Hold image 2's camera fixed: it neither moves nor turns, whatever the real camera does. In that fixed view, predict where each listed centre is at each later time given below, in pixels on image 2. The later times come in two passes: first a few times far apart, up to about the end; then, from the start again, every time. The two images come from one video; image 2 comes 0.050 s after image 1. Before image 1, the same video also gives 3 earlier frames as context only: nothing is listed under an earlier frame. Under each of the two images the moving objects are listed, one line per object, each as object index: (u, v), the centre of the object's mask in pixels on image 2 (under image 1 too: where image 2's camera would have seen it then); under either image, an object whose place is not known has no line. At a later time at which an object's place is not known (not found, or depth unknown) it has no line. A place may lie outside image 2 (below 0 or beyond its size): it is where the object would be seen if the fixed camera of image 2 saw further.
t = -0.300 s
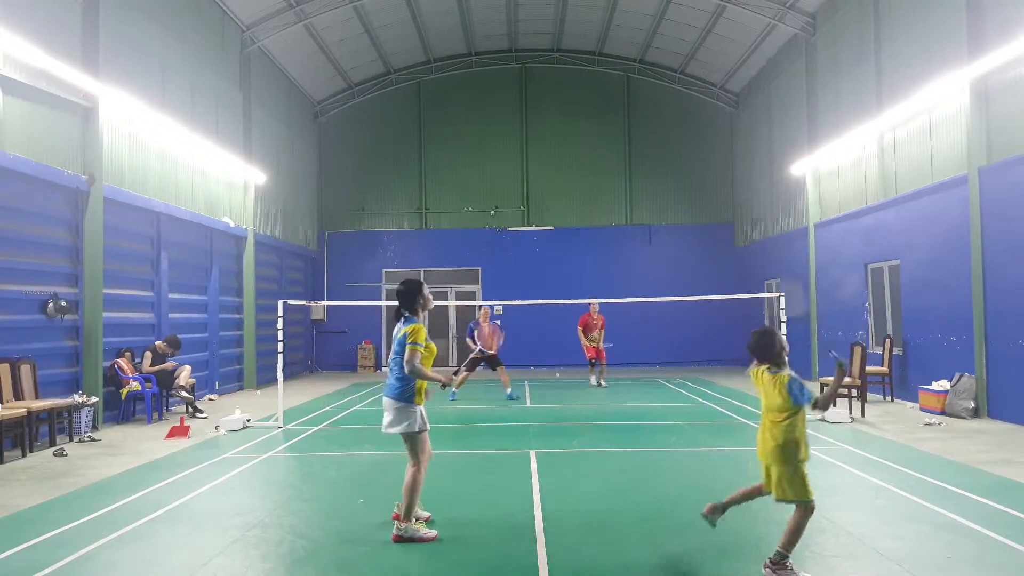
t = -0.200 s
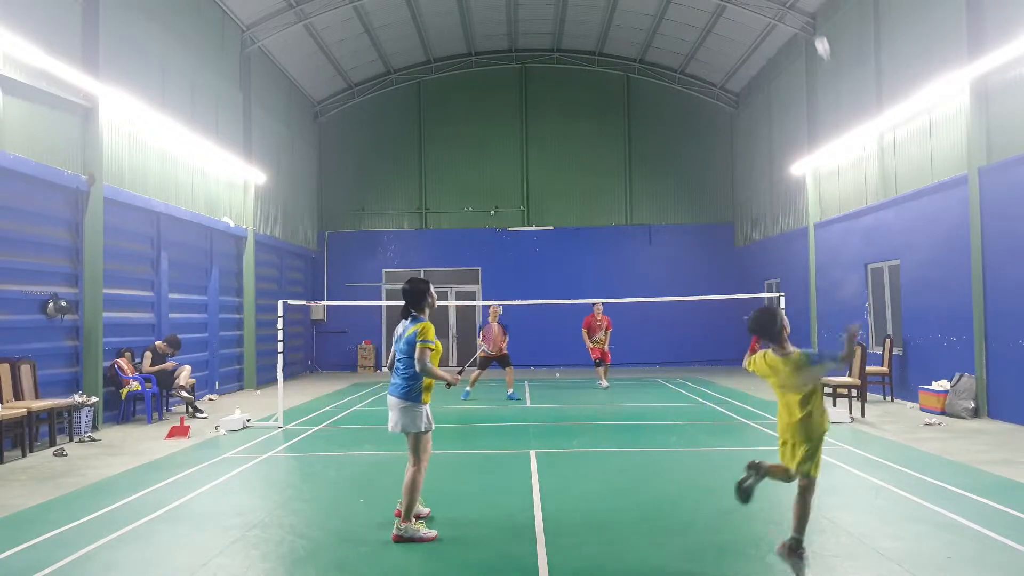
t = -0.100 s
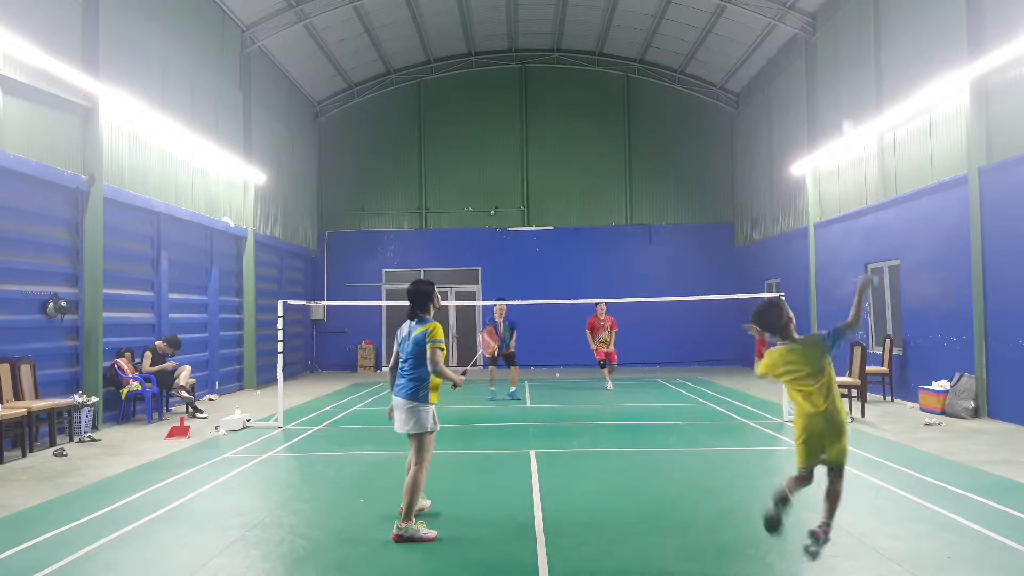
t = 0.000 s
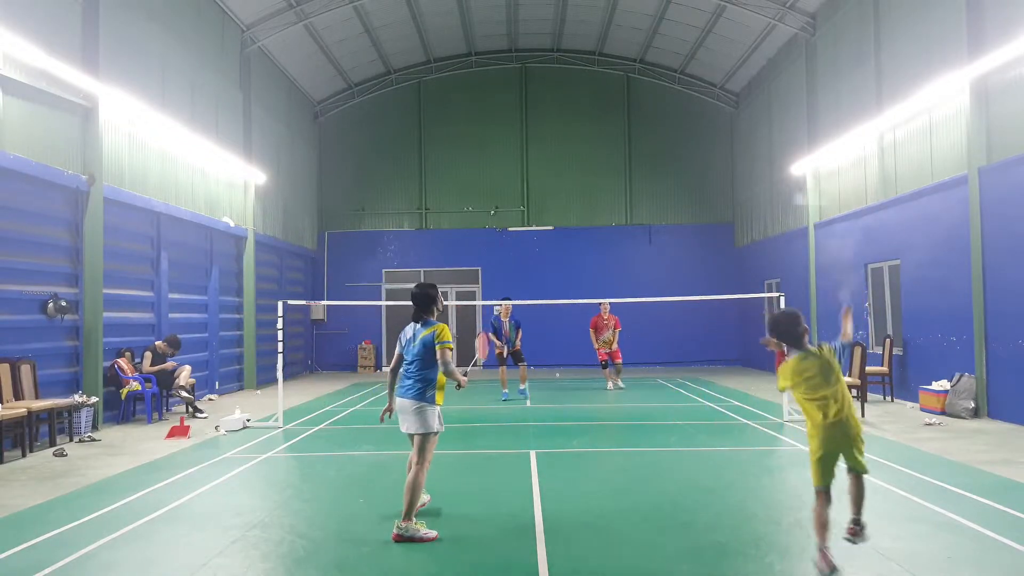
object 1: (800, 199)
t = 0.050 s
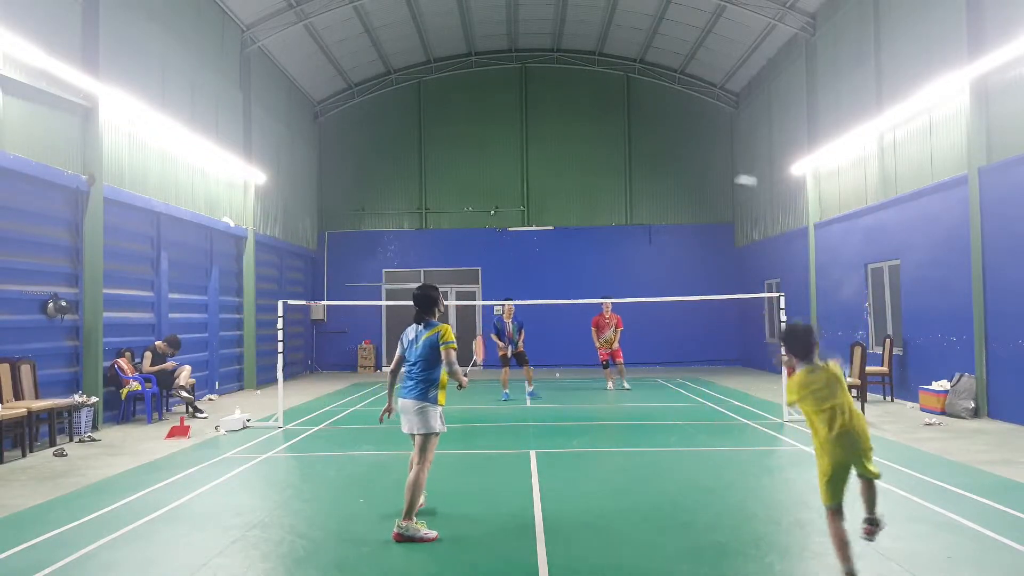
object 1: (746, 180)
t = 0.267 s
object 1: (632, 183)
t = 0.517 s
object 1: (587, 220)
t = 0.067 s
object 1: (730, 179)
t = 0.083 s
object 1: (716, 177)
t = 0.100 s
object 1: (703, 177)
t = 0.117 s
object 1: (692, 176)
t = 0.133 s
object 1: (682, 176)
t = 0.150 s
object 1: (673, 176)
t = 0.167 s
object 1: (666, 176)
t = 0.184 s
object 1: (659, 177)
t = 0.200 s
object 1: (653, 178)
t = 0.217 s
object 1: (647, 179)
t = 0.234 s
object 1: (642, 180)
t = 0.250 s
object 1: (637, 181)
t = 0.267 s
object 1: (632, 183)
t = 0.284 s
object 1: (628, 184)
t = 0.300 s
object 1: (623, 186)
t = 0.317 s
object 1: (619, 188)
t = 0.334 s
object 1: (615, 190)
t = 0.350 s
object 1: (612, 192)
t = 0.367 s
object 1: (609, 194)
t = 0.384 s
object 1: (605, 197)
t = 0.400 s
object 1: (603, 200)
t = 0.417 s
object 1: (600, 203)
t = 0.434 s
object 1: (598, 205)
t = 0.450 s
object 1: (595, 208)
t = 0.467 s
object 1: (593, 211)
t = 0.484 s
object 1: (591, 214)
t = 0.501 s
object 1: (589, 217)
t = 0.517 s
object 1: (587, 220)
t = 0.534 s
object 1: (585, 223)
